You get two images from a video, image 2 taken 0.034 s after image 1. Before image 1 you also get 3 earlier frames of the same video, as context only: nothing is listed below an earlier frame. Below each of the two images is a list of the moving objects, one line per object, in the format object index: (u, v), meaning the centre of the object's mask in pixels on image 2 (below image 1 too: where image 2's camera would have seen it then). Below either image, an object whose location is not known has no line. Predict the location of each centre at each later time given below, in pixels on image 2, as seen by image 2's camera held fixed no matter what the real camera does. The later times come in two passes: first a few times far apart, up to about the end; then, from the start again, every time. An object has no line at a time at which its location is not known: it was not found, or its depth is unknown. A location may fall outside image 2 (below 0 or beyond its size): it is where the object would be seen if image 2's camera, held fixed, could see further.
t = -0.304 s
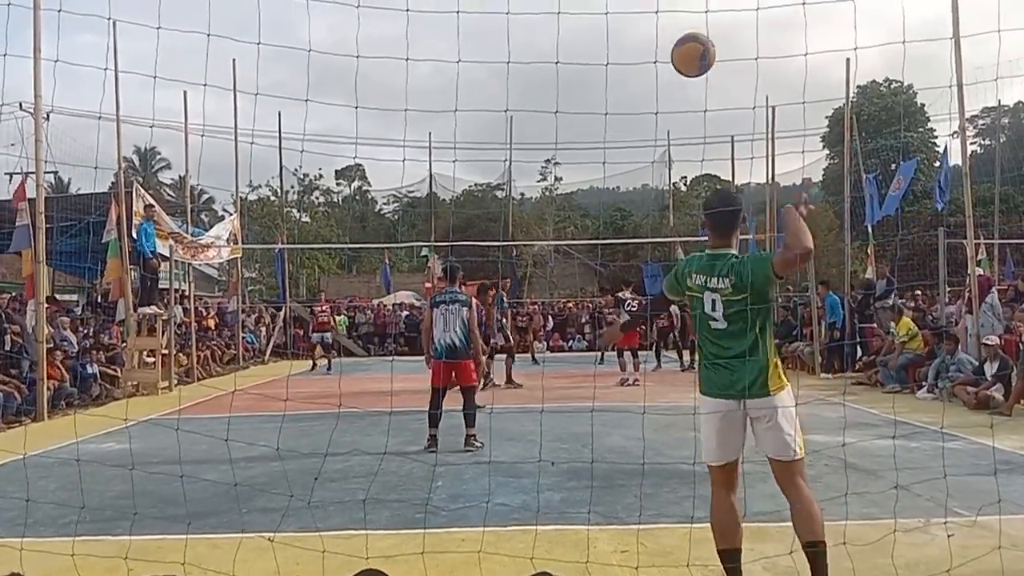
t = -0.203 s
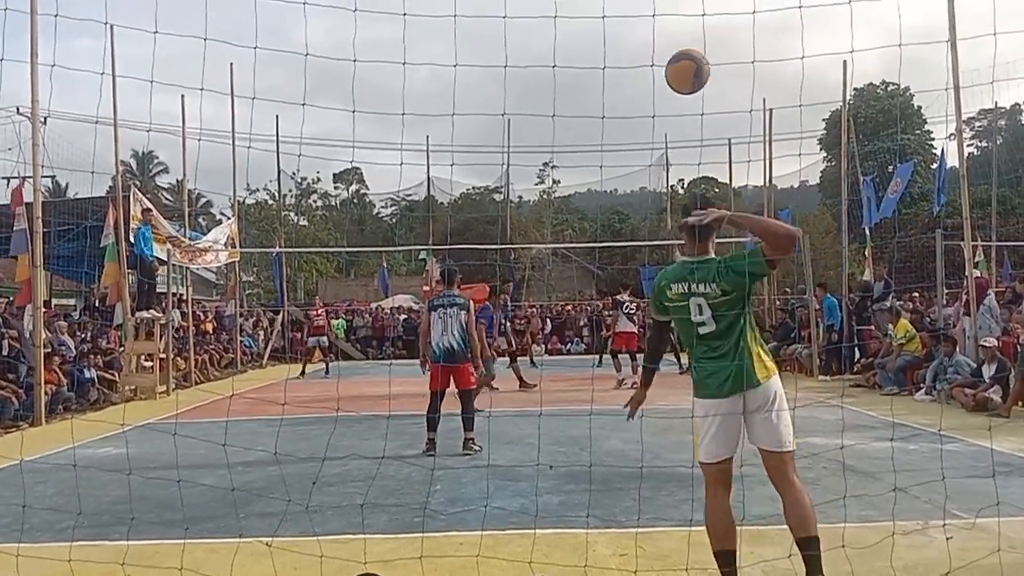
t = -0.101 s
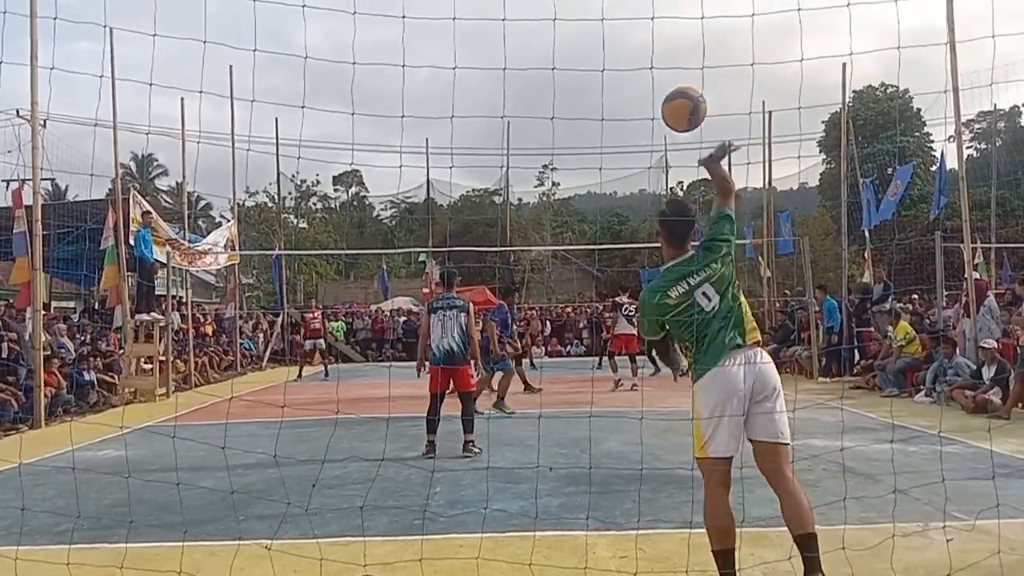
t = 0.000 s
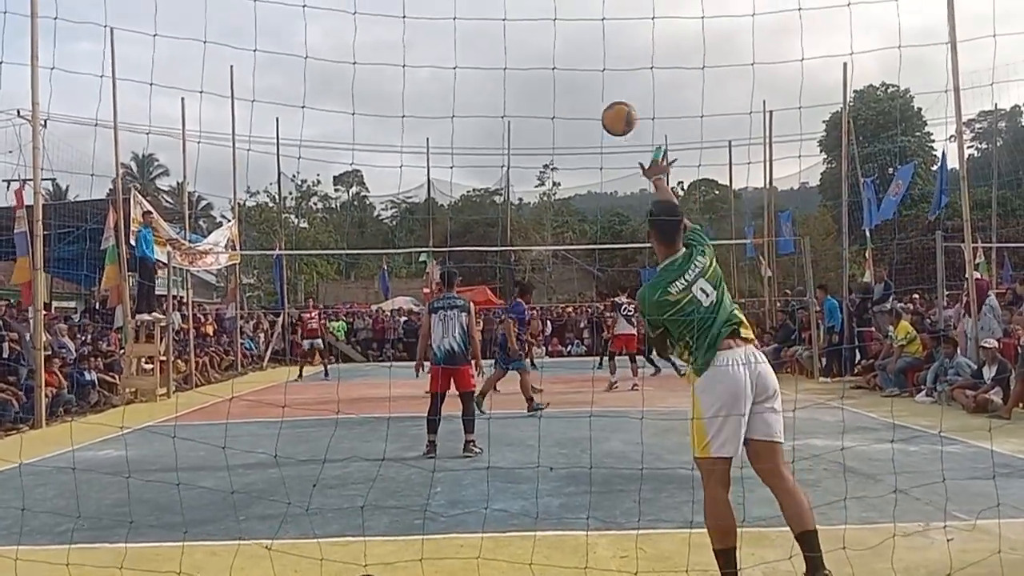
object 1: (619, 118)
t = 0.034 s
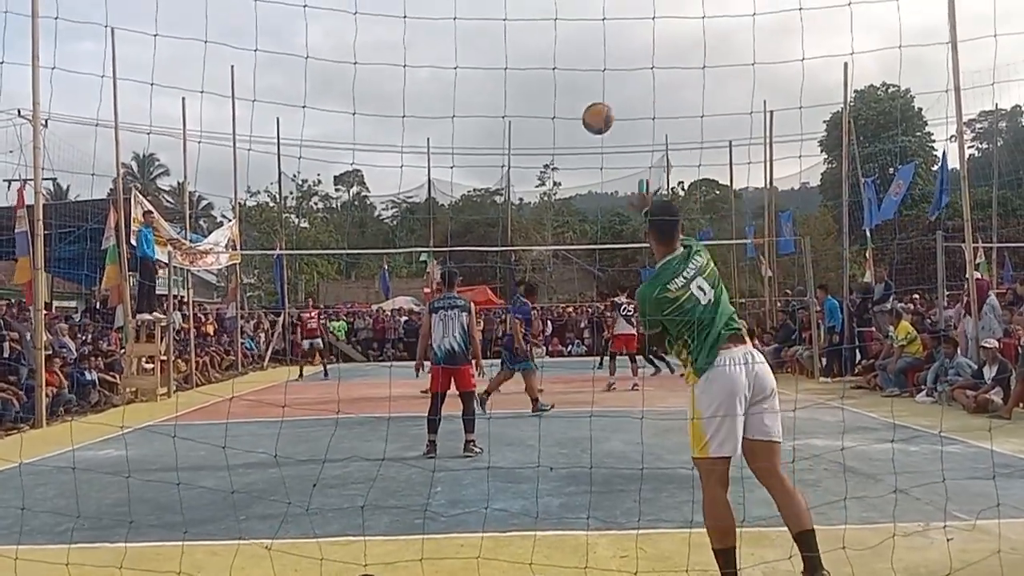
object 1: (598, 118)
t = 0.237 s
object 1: (530, 136)
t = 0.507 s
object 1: (494, 185)
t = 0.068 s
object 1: (580, 119)
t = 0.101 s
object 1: (566, 121)
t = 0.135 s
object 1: (555, 124)
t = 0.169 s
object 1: (545, 127)
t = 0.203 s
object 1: (537, 131)
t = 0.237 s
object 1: (530, 136)
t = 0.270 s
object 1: (524, 140)
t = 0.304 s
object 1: (519, 146)
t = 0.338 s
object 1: (514, 151)
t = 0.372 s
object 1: (509, 159)
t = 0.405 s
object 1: (505, 164)
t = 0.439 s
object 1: (501, 171)
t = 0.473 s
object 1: (497, 178)
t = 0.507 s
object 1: (494, 185)
